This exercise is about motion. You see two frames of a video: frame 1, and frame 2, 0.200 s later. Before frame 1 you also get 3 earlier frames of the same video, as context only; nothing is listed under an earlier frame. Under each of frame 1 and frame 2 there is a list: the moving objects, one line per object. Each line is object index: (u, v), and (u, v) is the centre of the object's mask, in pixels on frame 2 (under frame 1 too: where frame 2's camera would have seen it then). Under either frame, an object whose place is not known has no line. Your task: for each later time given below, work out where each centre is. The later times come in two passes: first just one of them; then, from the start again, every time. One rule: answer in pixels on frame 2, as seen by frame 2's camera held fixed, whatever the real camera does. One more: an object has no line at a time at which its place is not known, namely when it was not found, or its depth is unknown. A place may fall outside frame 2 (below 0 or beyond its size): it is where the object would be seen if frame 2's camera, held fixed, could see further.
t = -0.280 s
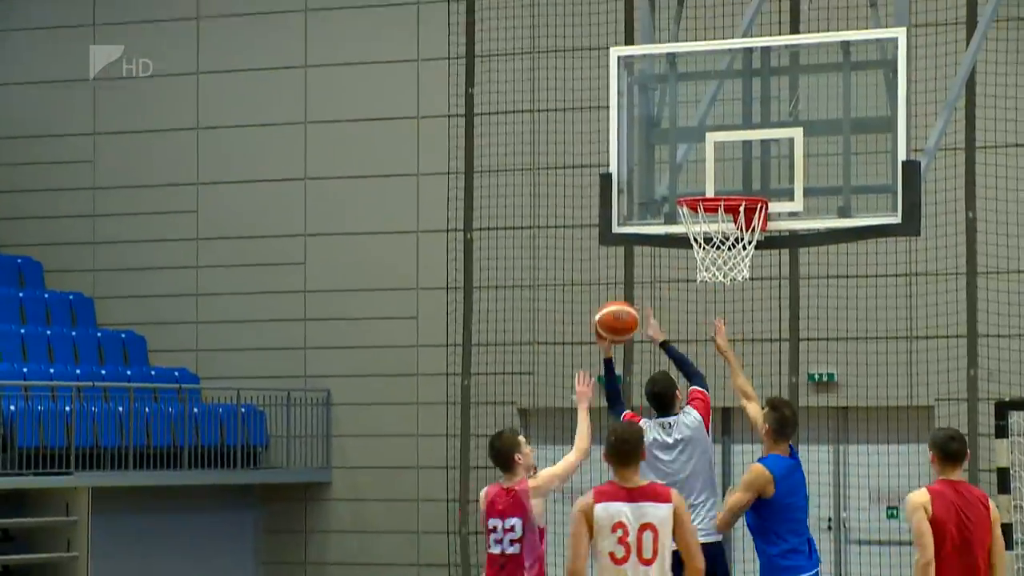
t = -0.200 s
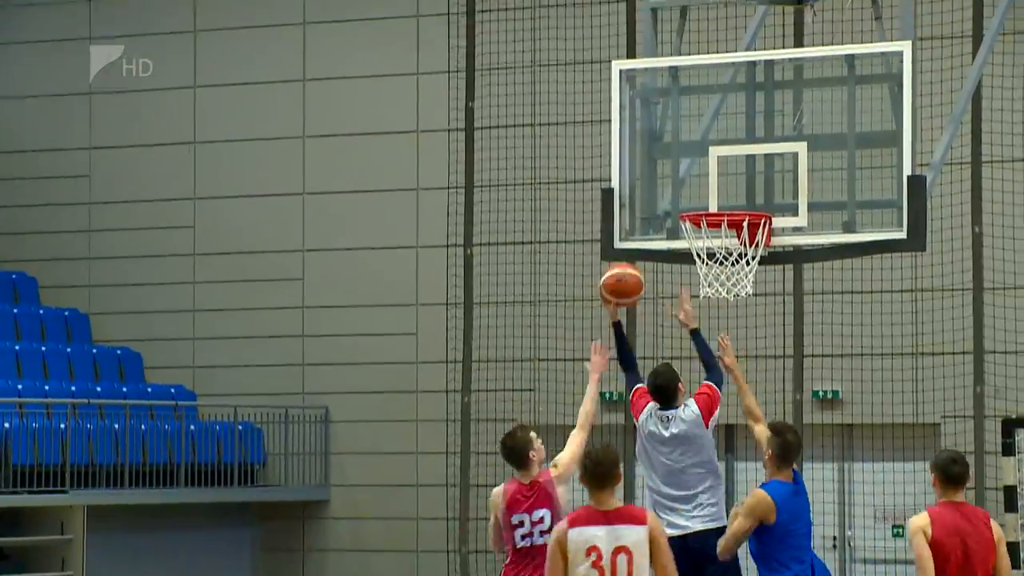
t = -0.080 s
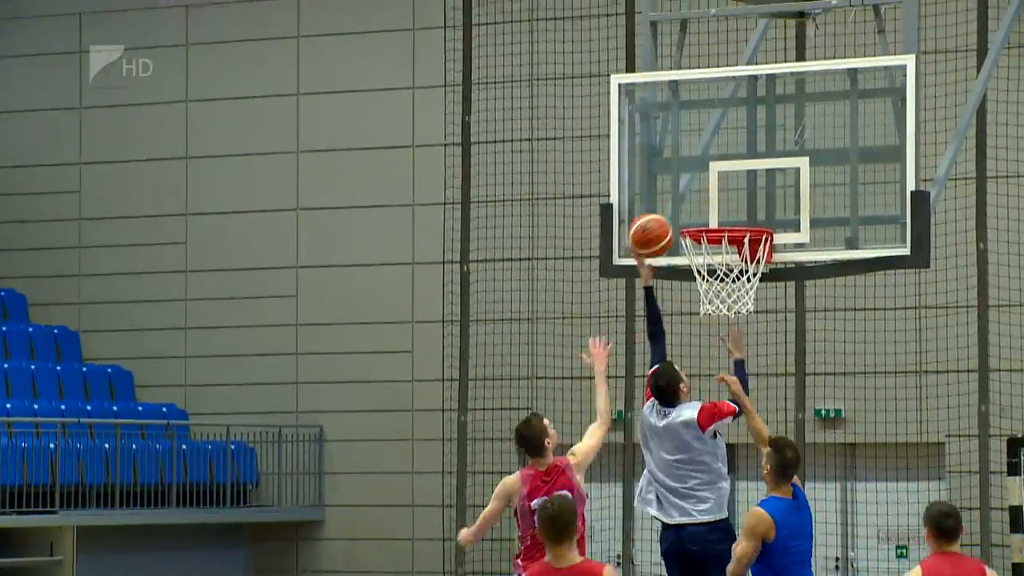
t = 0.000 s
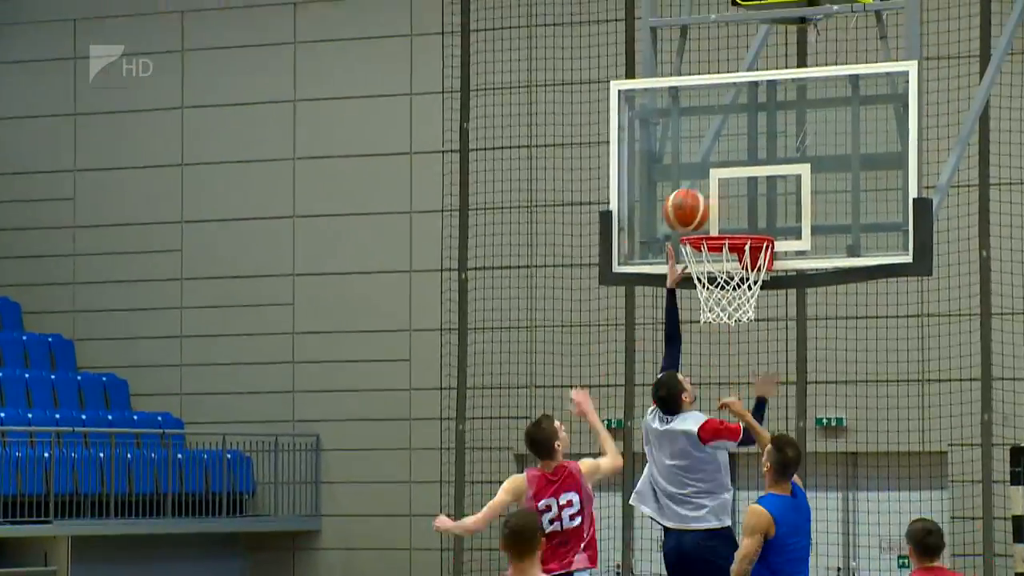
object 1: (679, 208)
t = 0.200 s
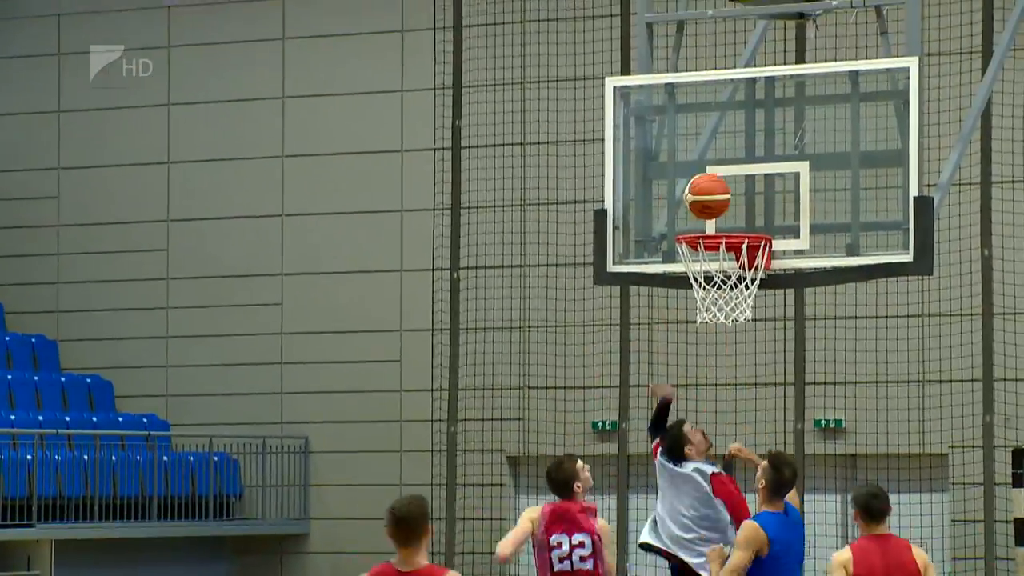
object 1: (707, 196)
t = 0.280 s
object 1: (714, 213)
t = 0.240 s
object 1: (711, 204)
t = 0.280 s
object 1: (714, 213)
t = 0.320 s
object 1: (717, 219)
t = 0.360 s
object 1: (720, 219)
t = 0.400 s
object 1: (723, 220)
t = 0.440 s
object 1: (726, 228)
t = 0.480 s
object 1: (727, 232)
